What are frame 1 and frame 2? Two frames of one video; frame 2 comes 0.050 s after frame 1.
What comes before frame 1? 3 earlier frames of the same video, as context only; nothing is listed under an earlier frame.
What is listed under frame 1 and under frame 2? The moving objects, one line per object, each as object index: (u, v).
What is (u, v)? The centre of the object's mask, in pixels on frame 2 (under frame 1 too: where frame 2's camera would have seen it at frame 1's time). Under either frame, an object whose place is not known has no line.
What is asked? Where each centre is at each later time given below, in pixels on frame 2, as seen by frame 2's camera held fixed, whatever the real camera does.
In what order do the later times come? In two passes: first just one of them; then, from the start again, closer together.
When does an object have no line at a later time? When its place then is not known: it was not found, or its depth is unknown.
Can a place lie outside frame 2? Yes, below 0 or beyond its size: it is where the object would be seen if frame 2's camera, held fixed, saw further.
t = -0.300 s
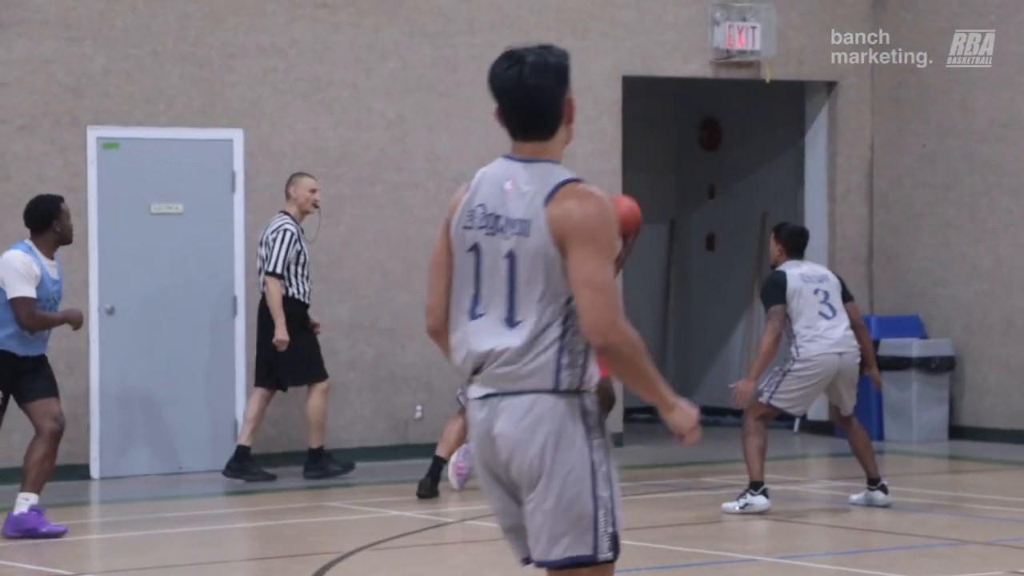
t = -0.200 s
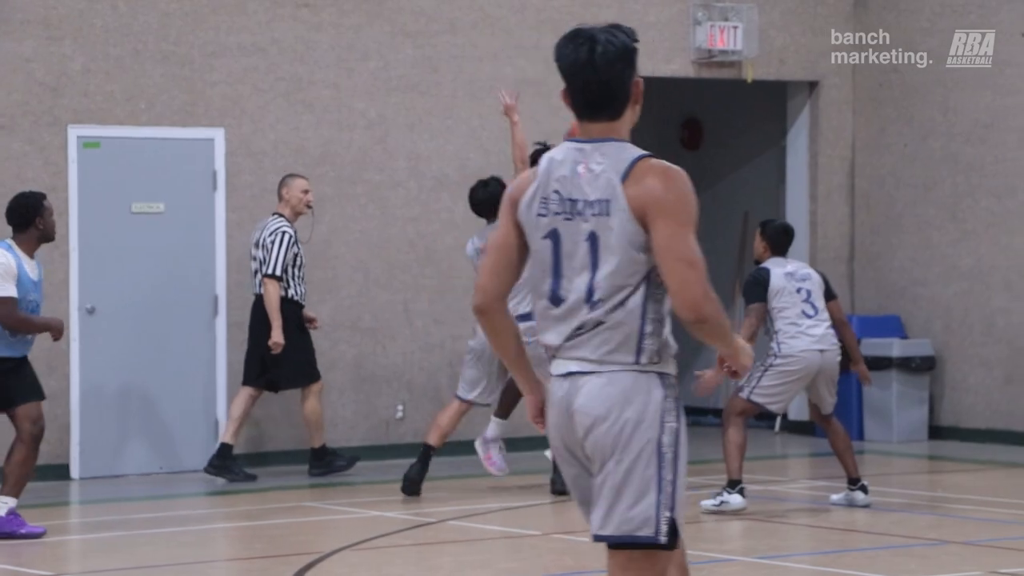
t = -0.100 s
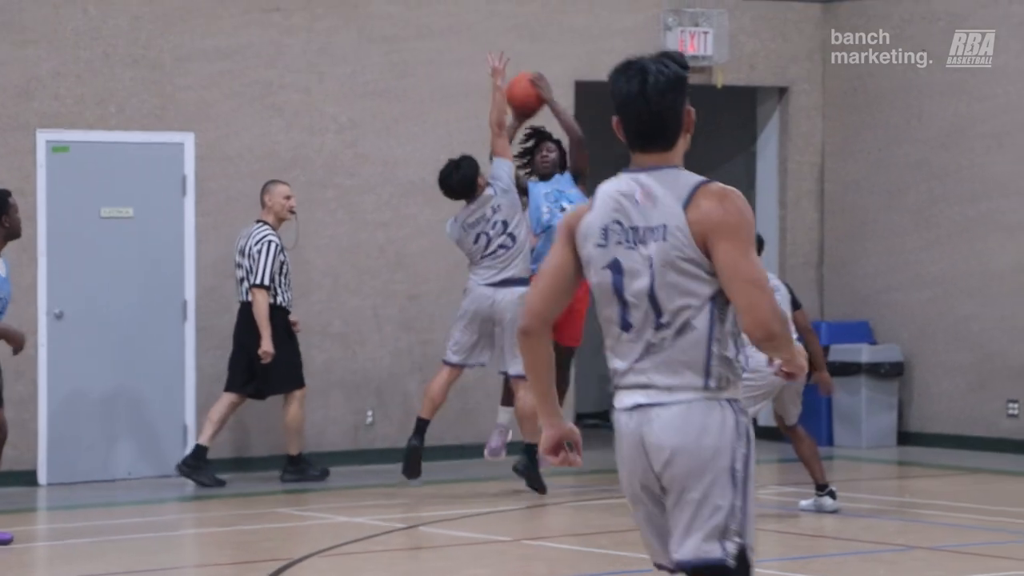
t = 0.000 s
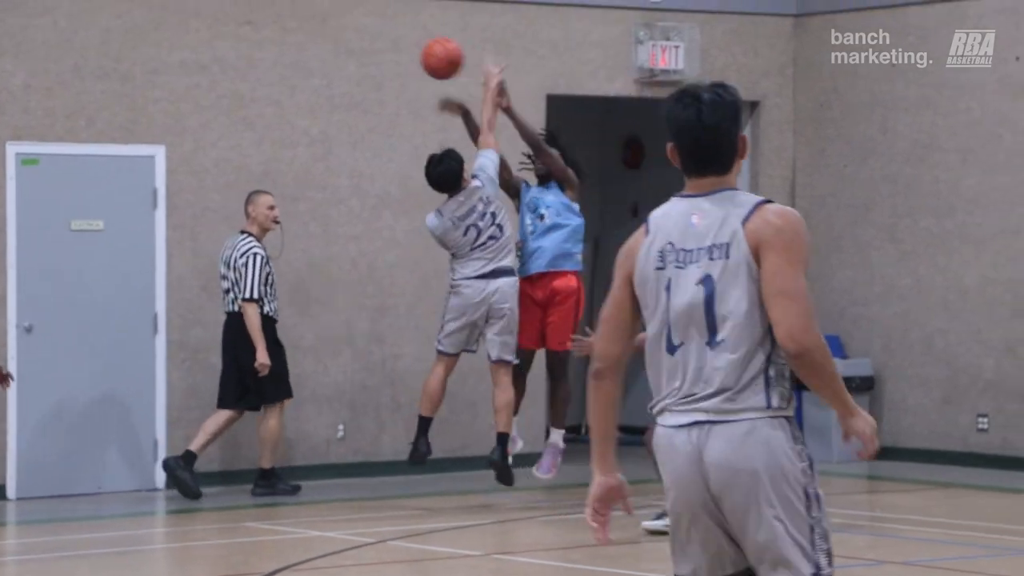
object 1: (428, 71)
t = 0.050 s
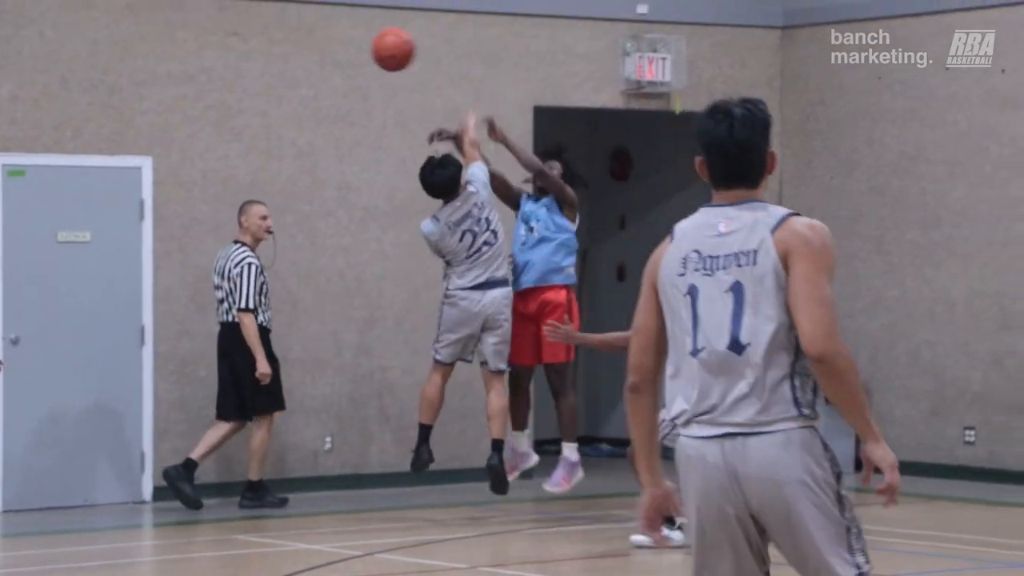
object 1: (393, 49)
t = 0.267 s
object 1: (221, 11)
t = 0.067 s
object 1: (380, 43)
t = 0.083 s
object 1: (368, 38)
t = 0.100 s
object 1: (355, 32)
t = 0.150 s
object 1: (317, 20)
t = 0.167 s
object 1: (304, 18)
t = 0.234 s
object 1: (249, 11)
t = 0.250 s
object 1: (236, 11)
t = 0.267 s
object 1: (221, 11)
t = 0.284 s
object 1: (208, 12)
